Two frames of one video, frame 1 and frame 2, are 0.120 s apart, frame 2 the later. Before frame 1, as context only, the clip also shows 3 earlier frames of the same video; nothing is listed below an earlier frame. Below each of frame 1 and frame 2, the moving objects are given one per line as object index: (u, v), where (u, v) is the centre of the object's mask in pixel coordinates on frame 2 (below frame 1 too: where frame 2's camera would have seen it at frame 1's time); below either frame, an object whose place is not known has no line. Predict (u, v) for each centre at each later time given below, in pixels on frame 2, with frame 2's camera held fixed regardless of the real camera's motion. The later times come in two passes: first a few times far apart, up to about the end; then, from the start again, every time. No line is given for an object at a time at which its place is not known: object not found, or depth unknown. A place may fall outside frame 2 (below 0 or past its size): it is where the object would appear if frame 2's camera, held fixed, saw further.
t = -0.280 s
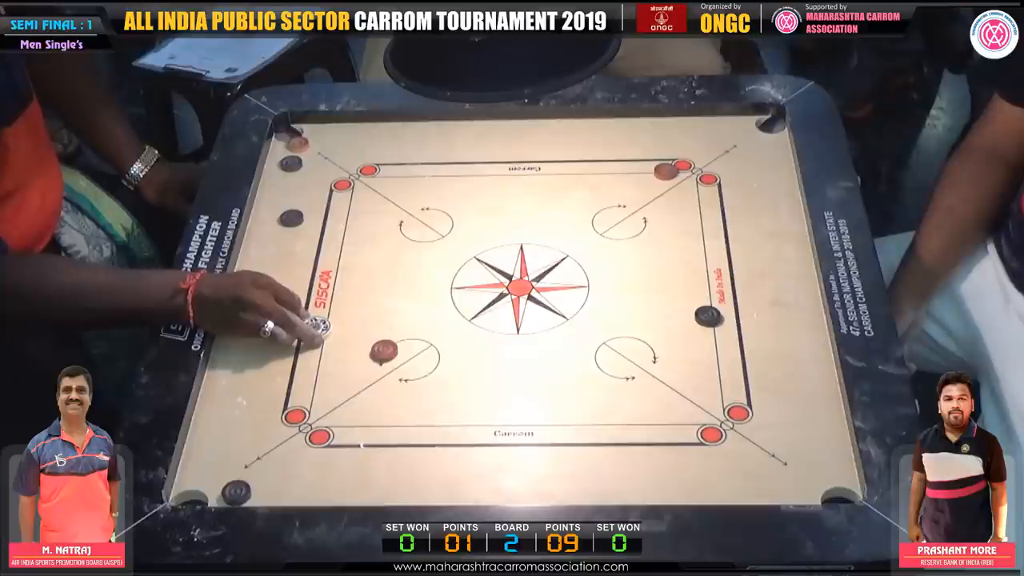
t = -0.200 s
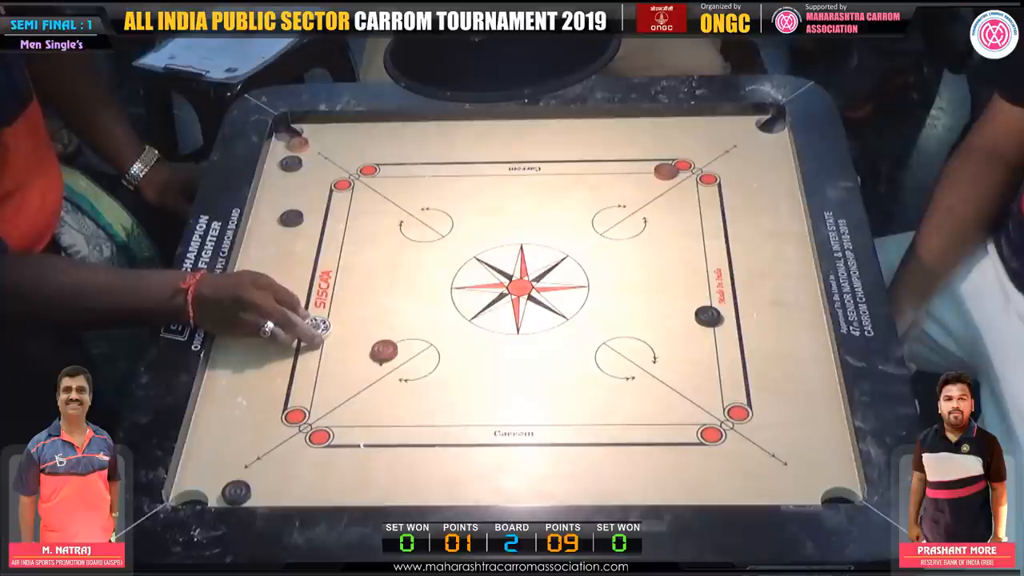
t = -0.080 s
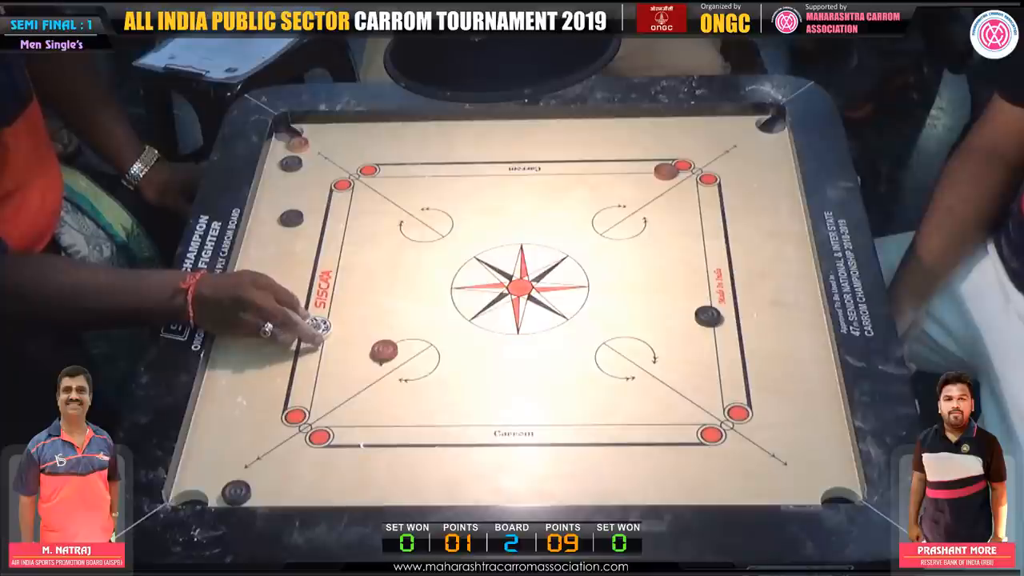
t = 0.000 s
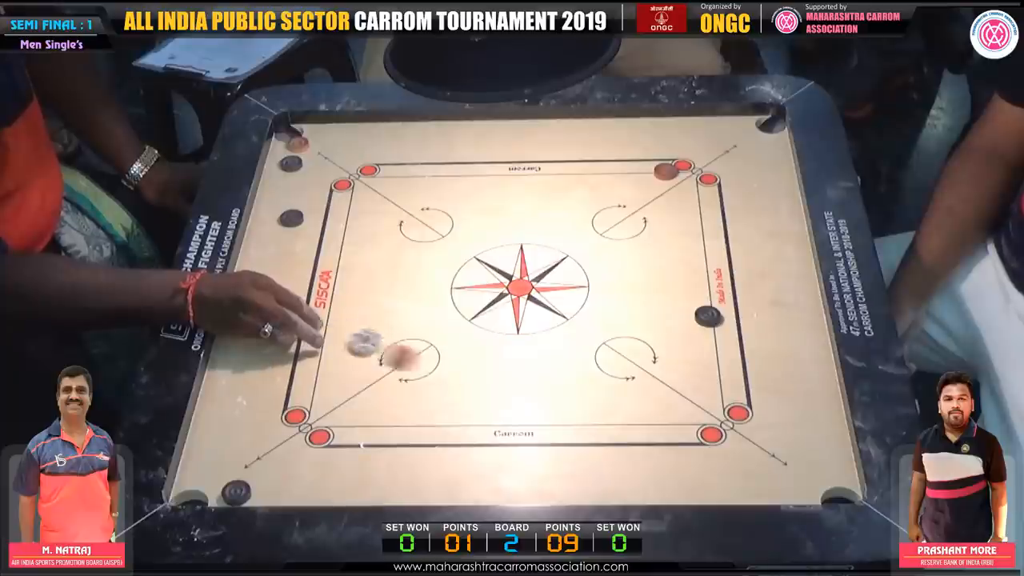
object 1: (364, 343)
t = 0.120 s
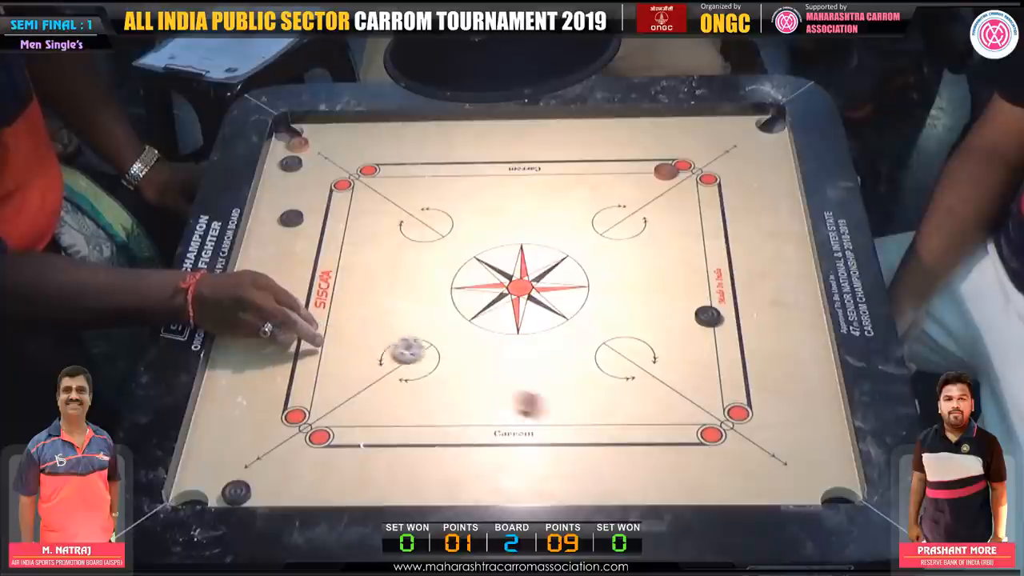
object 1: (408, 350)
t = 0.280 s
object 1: (448, 357)
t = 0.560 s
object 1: (466, 359)
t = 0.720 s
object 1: (466, 359)
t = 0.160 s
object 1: (420, 352)
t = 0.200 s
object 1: (431, 354)
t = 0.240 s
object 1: (440, 355)
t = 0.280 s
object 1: (448, 357)
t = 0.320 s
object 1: (454, 357)
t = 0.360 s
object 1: (459, 358)
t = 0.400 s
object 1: (462, 359)
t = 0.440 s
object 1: (465, 359)
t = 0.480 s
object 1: (466, 359)
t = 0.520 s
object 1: (466, 359)
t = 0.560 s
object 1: (466, 359)
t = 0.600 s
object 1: (466, 359)
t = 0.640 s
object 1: (466, 359)
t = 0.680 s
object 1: (466, 359)
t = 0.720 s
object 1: (466, 359)
